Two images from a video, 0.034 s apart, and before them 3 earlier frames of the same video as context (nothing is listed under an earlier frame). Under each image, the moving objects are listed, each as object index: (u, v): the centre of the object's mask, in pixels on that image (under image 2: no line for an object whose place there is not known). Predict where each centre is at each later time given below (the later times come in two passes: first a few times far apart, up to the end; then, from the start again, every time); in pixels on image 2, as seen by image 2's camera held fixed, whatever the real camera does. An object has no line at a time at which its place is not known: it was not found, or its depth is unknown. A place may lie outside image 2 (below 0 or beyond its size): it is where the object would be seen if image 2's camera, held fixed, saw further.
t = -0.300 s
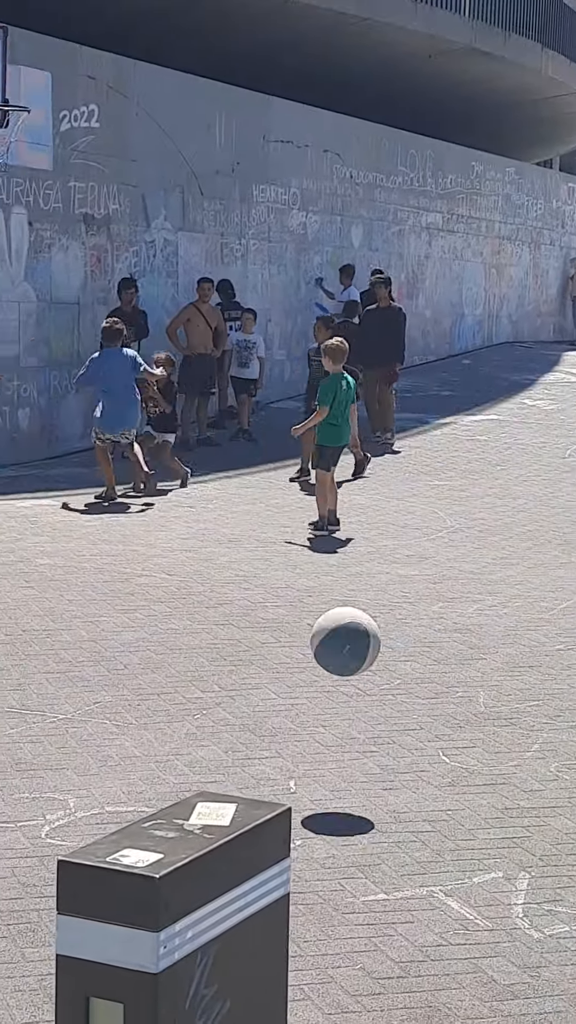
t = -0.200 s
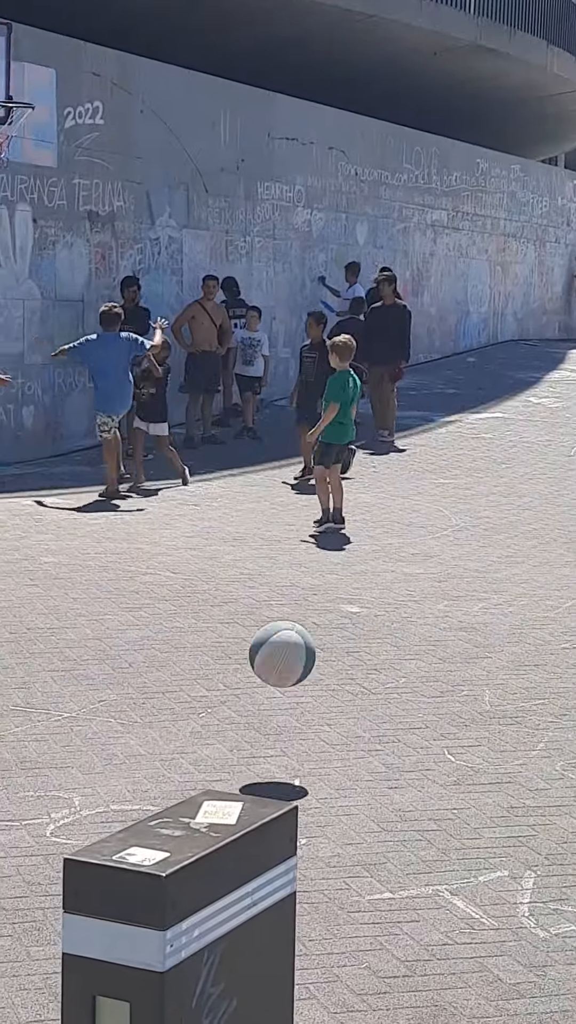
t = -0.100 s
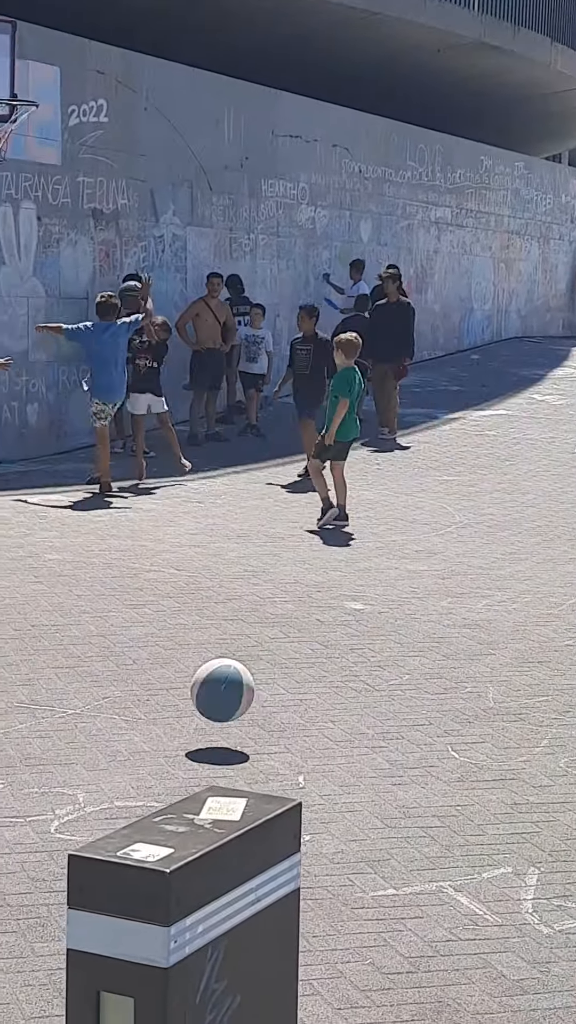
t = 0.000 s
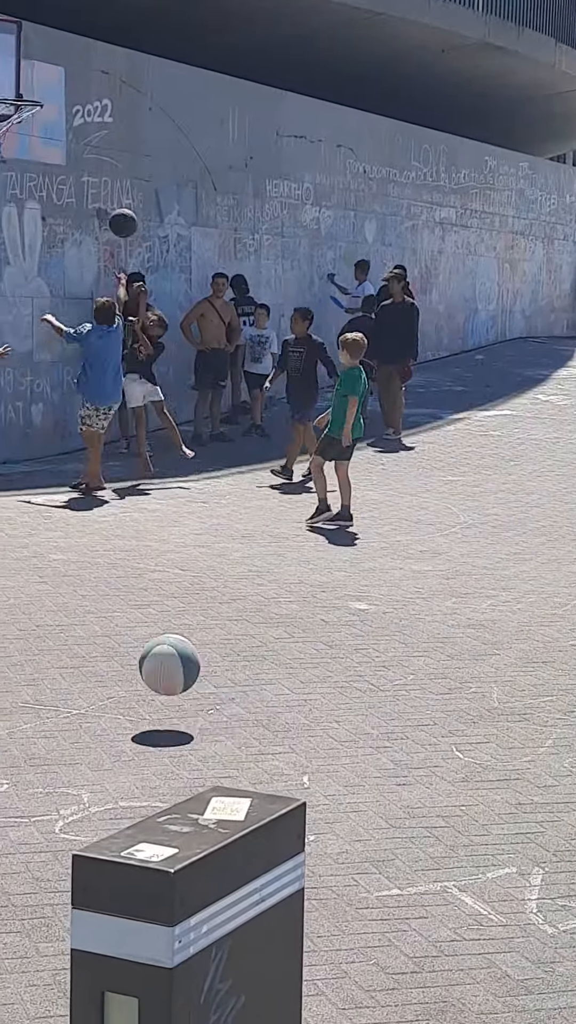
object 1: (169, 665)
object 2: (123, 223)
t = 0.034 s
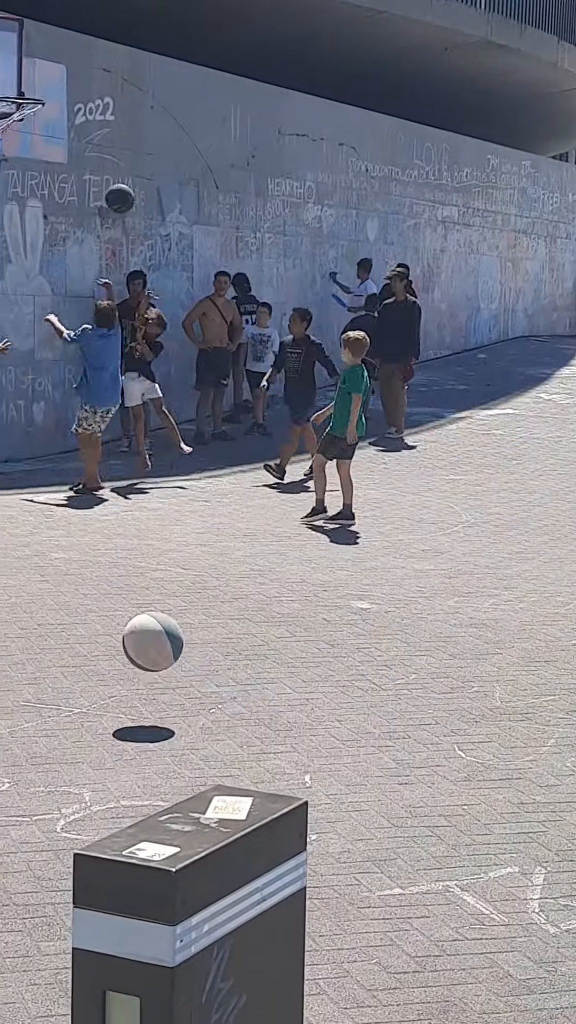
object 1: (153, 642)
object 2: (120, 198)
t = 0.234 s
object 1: (48, 576)
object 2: (89, 86)
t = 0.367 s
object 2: (68, 35)
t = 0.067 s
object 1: (134, 623)
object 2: (115, 176)
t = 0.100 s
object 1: (117, 607)
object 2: (109, 156)
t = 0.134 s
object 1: (99, 595)
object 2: (104, 137)
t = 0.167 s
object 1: (82, 586)
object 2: (99, 119)
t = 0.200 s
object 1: (65, 579)
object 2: (94, 101)
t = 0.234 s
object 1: (48, 576)
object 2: (89, 86)
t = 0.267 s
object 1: (31, 574)
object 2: (84, 72)
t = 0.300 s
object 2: (79, 58)
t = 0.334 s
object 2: (73, 46)
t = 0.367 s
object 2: (68, 35)
